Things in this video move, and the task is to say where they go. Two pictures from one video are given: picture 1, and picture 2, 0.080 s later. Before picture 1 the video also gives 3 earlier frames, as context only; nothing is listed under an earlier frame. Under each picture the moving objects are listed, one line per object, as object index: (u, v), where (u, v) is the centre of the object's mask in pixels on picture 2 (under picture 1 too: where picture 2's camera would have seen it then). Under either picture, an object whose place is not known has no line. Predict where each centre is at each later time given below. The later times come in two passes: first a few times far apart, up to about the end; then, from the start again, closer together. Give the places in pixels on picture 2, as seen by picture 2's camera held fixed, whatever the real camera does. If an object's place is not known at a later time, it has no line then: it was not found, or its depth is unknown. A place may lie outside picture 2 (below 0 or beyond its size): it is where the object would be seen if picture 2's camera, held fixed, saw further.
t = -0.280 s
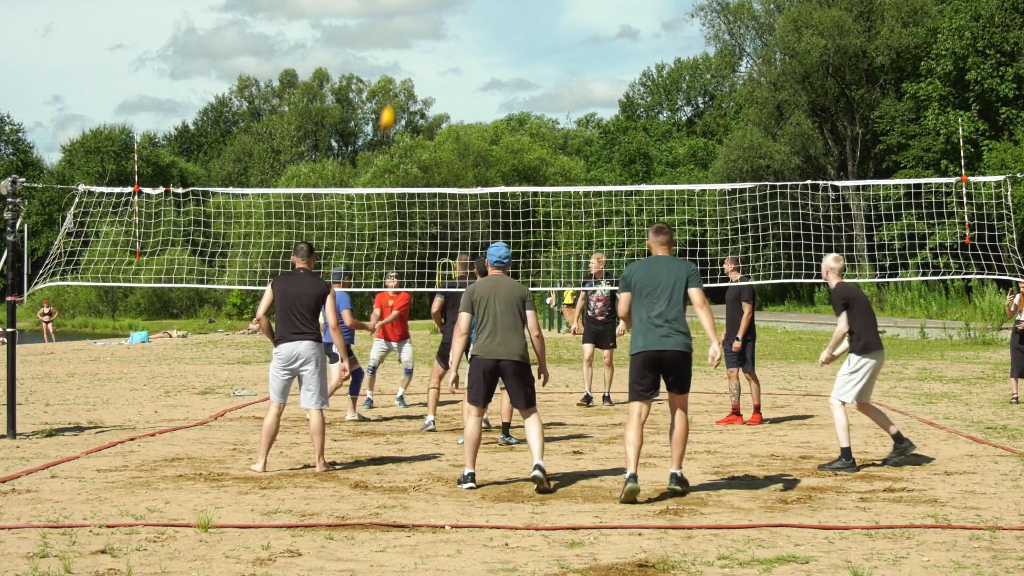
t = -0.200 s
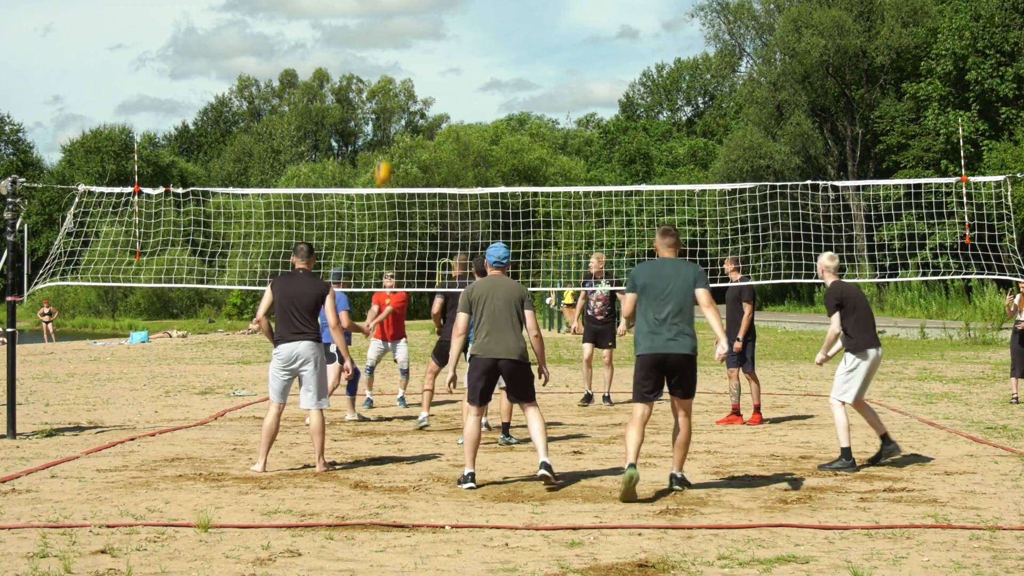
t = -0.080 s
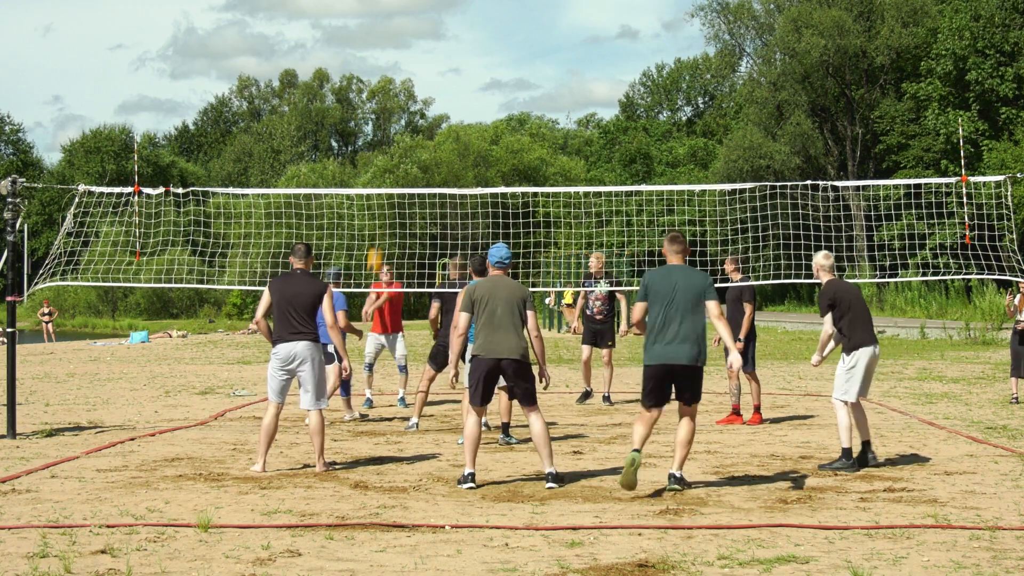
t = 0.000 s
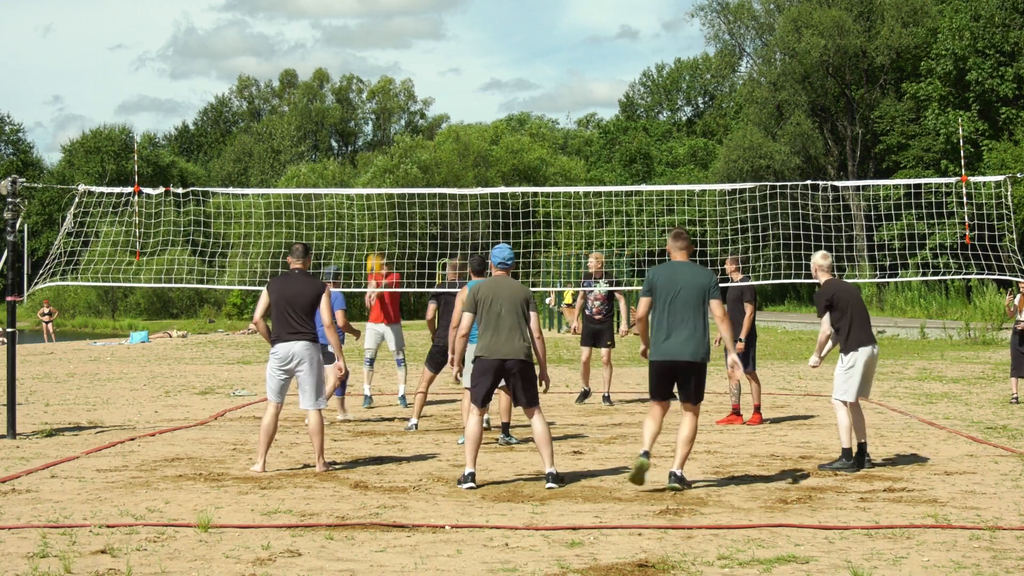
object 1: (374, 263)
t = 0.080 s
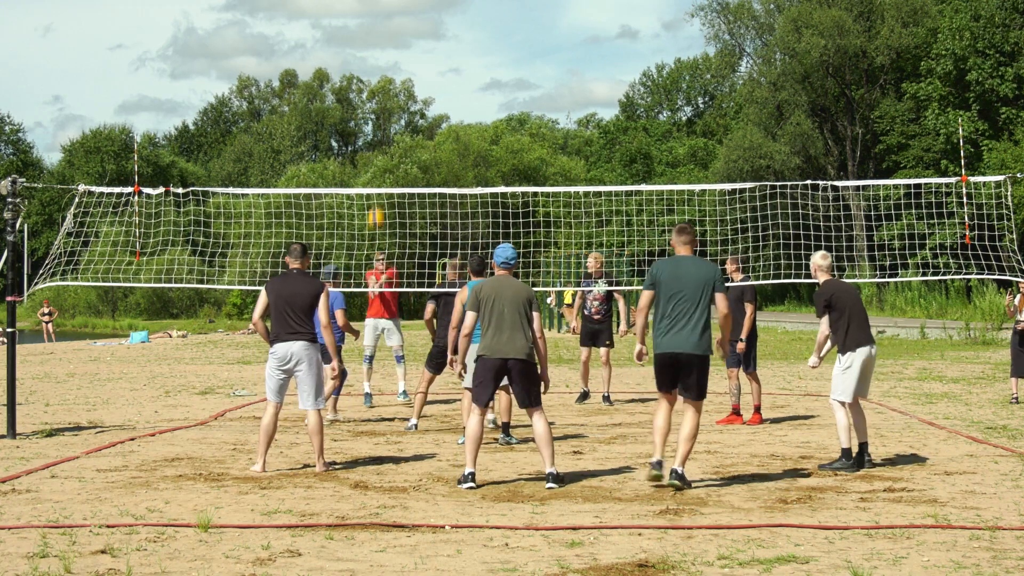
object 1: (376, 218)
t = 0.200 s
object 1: (379, 156)
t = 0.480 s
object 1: (388, 58)
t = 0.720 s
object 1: (396, 25)
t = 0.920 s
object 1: (402, 34)
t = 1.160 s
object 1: (410, 89)
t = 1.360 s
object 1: (417, 176)
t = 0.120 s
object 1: (377, 199)
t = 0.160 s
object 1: (378, 175)
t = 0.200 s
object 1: (379, 156)
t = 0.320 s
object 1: (382, 106)
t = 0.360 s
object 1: (383, 92)
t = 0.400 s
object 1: (385, 80)
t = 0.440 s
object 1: (386, 68)
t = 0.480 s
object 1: (388, 58)
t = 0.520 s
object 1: (389, 49)
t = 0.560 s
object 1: (391, 42)
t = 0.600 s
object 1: (392, 36)
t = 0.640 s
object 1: (393, 31)
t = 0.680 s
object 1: (394, 27)
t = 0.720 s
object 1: (396, 25)
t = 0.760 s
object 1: (397, 24)
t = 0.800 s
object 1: (398, 24)
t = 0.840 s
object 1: (400, 26)
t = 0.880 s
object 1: (401, 29)
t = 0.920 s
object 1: (402, 34)
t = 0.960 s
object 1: (404, 39)
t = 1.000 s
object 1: (405, 46)
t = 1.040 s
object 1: (406, 55)
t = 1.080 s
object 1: (408, 65)
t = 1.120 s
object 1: (409, 77)
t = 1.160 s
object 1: (410, 89)
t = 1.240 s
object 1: (413, 120)
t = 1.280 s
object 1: (414, 137)
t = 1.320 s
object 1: (415, 156)
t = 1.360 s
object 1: (417, 176)
